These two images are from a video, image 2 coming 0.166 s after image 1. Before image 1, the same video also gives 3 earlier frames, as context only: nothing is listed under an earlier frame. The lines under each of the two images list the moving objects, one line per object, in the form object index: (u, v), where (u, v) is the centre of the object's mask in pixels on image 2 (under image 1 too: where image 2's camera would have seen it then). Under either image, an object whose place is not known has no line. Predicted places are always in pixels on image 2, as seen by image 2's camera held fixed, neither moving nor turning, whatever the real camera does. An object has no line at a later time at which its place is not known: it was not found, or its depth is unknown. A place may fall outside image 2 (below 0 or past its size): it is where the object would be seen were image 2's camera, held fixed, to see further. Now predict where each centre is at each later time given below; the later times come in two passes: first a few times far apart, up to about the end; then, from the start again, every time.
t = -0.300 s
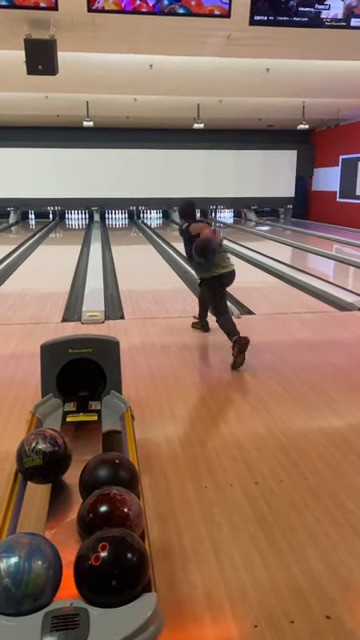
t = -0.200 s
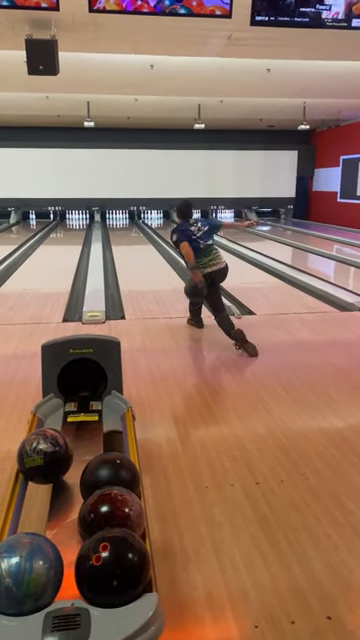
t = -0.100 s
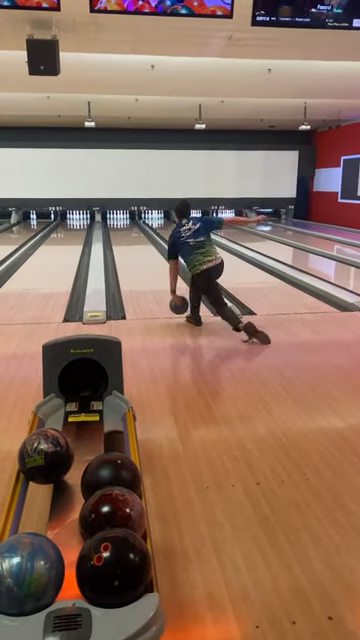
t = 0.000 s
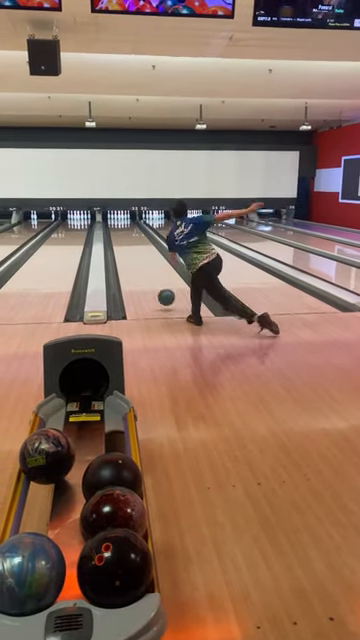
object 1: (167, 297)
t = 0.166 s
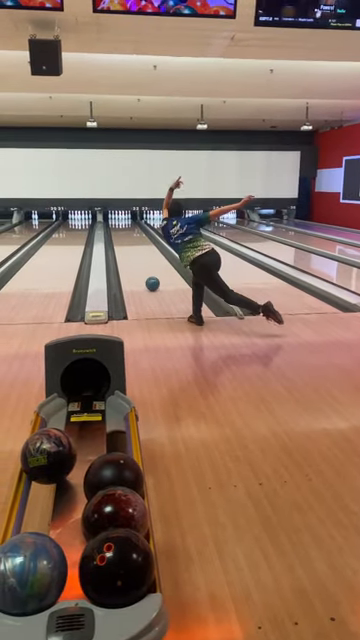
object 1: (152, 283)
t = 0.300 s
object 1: (144, 272)
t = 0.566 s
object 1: (131, 256)
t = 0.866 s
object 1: (122, 244)
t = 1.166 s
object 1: (116, 234)
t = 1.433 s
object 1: (113, 229)
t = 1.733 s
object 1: (112, 224)
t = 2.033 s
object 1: (113, 221)
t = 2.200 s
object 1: (116, 220)
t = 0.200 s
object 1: (150, 280)
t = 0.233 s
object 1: (148, 277)
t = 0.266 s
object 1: (146, 275)
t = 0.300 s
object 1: (144, 272)
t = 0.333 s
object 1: (142, 270)
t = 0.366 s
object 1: (140, 267)
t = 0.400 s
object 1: (139, 265)
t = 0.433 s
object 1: (137, 263)
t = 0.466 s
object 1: (136, 261)
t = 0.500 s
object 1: (134, 259)
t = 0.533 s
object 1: (133, 257)
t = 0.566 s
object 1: (131, 256)
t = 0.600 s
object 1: (130, 254)
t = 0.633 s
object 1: (129, 253)
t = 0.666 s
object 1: (128, 251)
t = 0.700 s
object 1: (127, 250)
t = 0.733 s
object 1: (126, 249)
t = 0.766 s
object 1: (125, 247)
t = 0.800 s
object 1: (124, 246)
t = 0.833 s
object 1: (123, 245)
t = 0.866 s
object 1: (122, 244)
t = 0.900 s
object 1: (121, 242)
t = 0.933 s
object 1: (121, 241)
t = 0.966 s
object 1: (120, 240)
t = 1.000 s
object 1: (120, 240)
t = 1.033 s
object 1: (119, 239)
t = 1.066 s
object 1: (119, 238)
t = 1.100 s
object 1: (118, 236)
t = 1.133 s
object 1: (117, 235)
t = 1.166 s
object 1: (116, 234)
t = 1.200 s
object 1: (116, 233)
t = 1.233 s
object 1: (116, 233)
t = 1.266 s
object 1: (116, 232)
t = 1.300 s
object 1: (115, 232)
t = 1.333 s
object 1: (115, 232)
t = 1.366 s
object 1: (115, 231)
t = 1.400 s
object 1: (113, 229)
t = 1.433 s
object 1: (113, 229)
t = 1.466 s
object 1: (113, 229)
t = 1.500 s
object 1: (113, 229)
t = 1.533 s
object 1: (112, 227)
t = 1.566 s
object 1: (112, 226)
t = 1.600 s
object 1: (112, 226)
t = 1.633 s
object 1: (111, 226)
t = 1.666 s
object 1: (112, 225)
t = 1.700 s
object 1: (112, 225)
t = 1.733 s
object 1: (112, 224)
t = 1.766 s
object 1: (112, 224)
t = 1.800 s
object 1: (112, 223)
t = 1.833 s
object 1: (112, 224)
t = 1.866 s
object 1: (111, 223)
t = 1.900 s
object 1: (111, 223)
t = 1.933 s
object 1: (112, 222)
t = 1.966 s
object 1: (113, 221)
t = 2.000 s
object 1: (113, 221)
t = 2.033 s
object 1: (113, 221)
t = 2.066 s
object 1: (113, 221)
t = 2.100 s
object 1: (115, 222)
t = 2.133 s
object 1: (115, 221)
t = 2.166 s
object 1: (115, 220)
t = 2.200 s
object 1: (116, 220)
